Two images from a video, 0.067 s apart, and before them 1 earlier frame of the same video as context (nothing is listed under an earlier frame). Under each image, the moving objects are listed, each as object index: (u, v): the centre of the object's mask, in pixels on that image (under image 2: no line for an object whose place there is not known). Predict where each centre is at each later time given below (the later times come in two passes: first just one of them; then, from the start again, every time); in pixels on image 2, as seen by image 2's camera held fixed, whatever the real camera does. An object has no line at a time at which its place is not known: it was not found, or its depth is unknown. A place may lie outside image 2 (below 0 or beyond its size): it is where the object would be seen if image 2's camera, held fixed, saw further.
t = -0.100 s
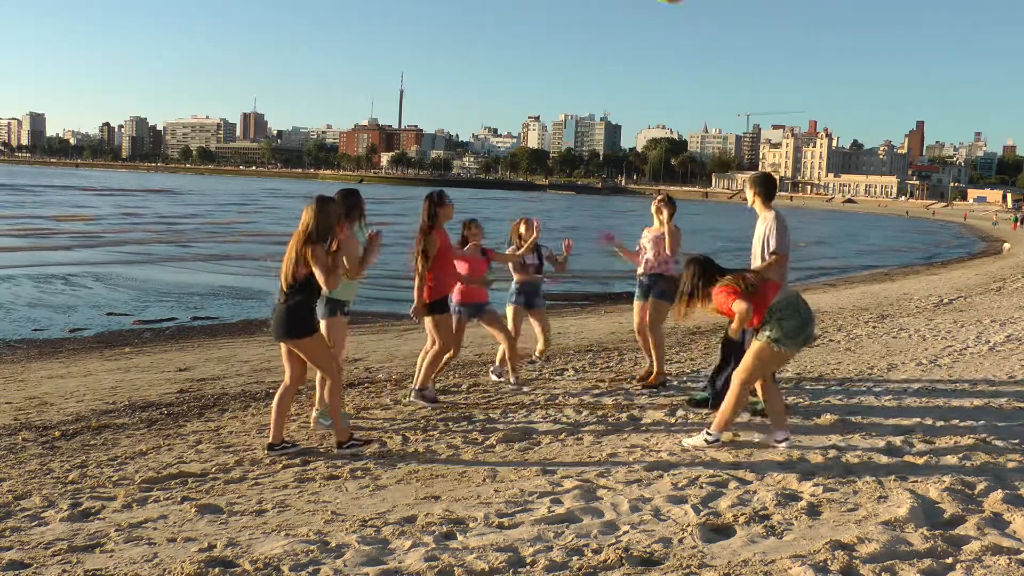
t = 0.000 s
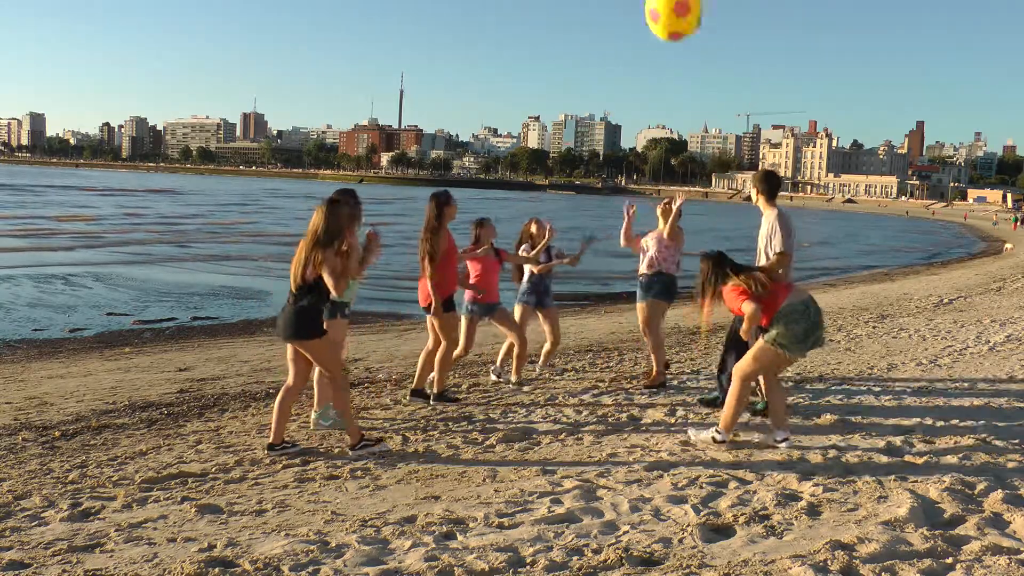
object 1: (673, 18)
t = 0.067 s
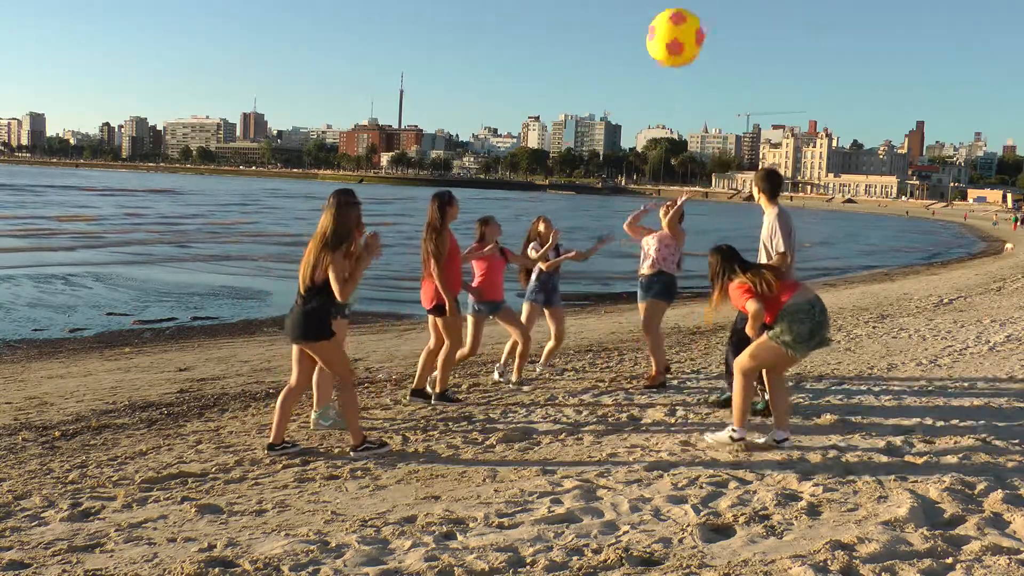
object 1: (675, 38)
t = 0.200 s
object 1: (678, 94)
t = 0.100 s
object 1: (676, 52)
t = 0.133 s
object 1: (676, 66)
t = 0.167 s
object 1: (677, 80)
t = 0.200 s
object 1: (678, 94)
